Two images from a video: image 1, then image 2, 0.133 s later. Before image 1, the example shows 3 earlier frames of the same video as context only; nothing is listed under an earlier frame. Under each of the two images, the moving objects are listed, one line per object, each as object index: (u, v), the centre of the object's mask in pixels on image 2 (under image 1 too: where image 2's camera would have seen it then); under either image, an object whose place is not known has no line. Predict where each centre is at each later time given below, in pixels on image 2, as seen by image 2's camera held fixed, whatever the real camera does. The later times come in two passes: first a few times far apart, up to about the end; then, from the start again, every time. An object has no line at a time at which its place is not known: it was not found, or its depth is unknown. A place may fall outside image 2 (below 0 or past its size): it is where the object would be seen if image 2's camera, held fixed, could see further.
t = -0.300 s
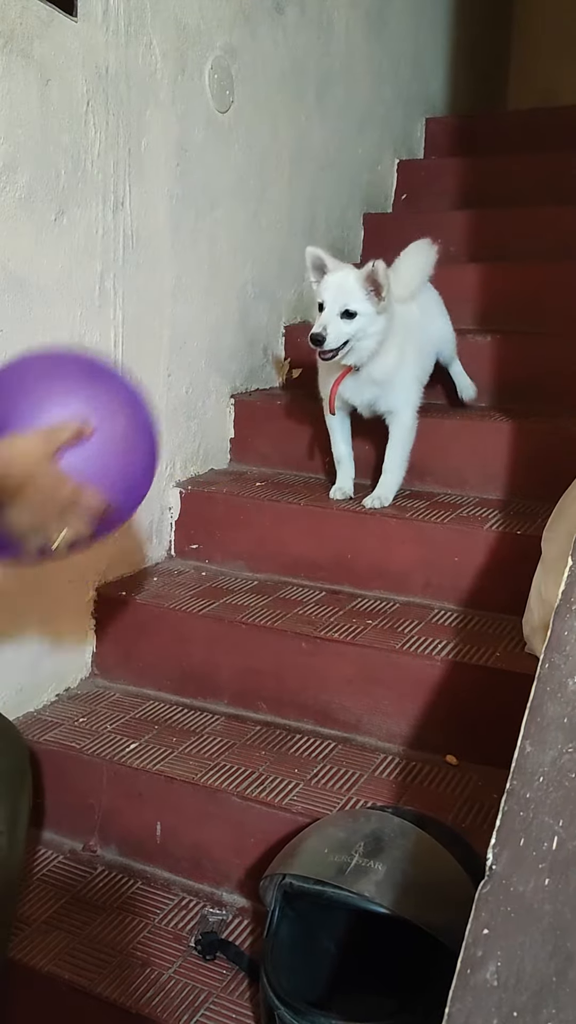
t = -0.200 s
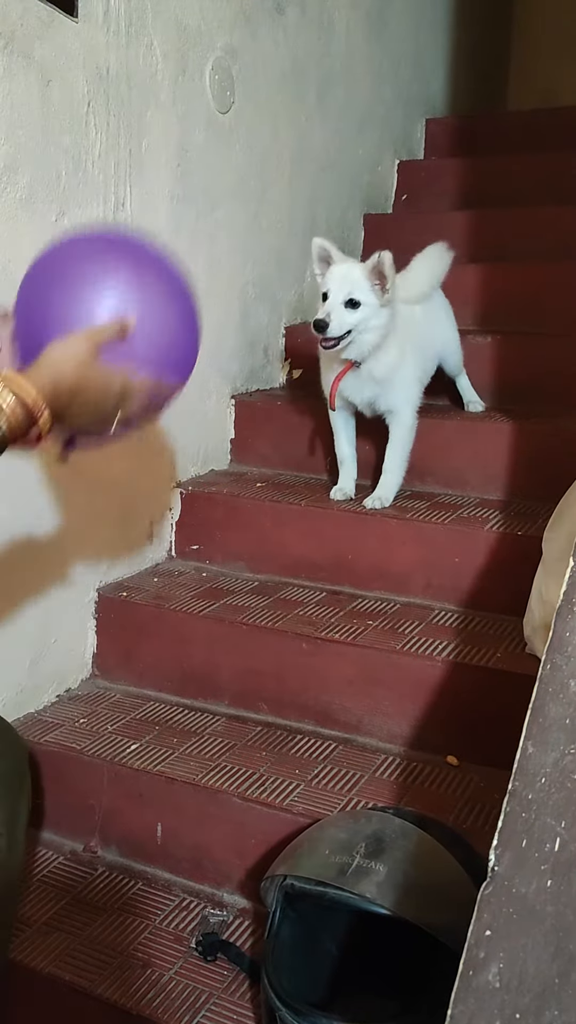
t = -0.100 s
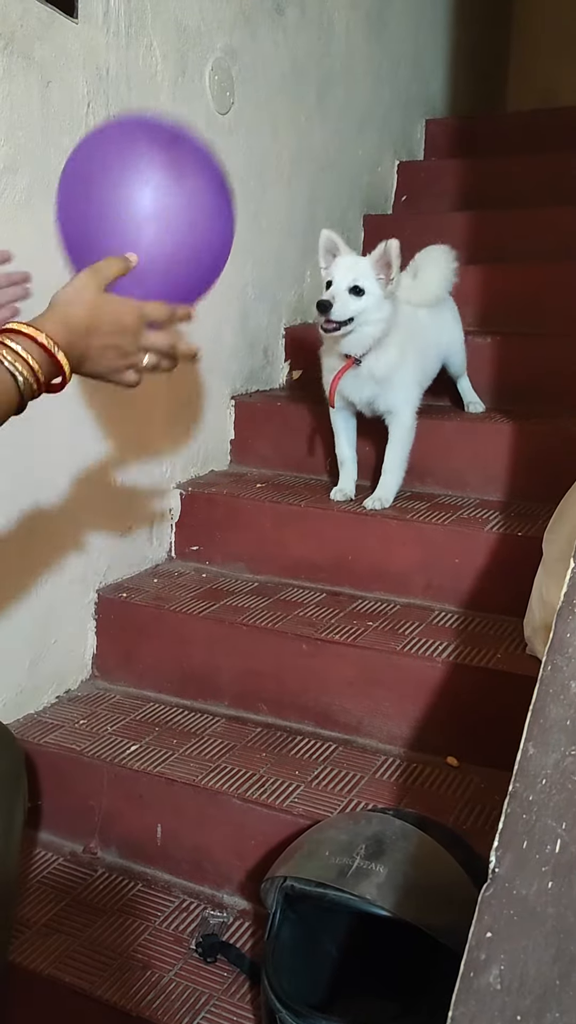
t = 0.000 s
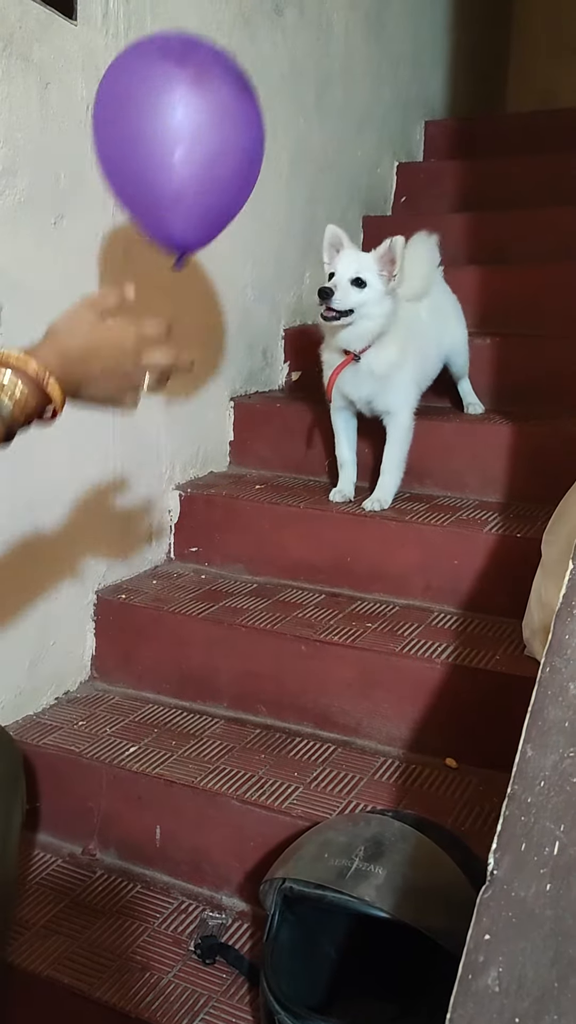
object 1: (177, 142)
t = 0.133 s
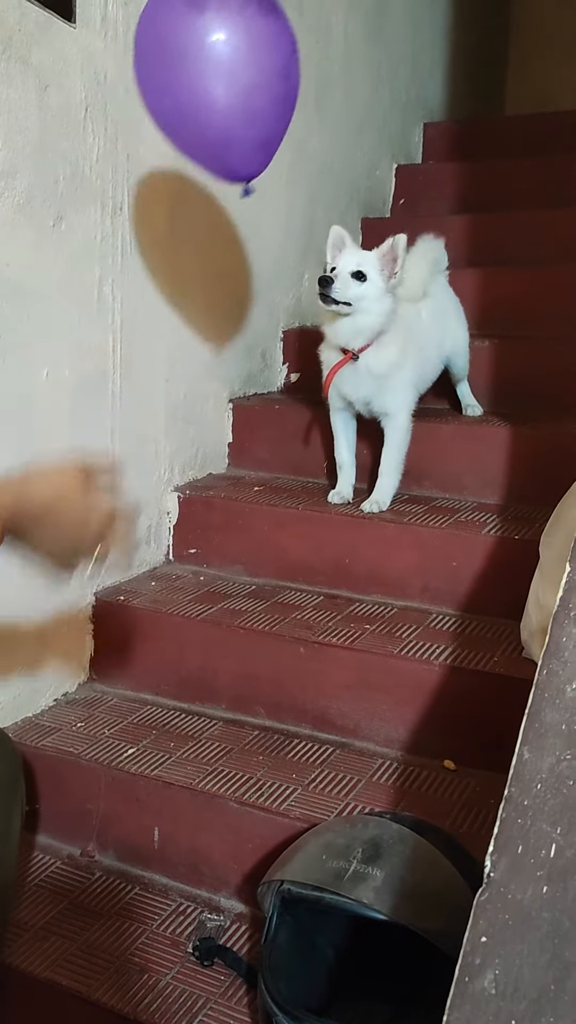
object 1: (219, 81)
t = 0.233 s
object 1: (249, 64)
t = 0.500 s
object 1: (310, 63)
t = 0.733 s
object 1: (348, 121)
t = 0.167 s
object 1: (230, 74)
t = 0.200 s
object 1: (239, 68)
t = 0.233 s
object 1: (249, 64)
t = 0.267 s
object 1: (258, 61)
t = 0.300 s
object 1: (267, 59)
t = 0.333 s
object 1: (275, 57)
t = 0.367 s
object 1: (283, 57)
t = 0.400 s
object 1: (290, 57)
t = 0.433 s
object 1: (297, 59)
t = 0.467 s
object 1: (303, 60)
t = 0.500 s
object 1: (310, 63)
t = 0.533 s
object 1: (316, 67)
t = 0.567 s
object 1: (322, 71)
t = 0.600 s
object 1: (327, 77)
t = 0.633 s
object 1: (333, 85)
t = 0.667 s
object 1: (338, 96)
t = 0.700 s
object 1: (343, 108)
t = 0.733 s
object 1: (348, 121)
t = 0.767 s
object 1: (353, 135)
